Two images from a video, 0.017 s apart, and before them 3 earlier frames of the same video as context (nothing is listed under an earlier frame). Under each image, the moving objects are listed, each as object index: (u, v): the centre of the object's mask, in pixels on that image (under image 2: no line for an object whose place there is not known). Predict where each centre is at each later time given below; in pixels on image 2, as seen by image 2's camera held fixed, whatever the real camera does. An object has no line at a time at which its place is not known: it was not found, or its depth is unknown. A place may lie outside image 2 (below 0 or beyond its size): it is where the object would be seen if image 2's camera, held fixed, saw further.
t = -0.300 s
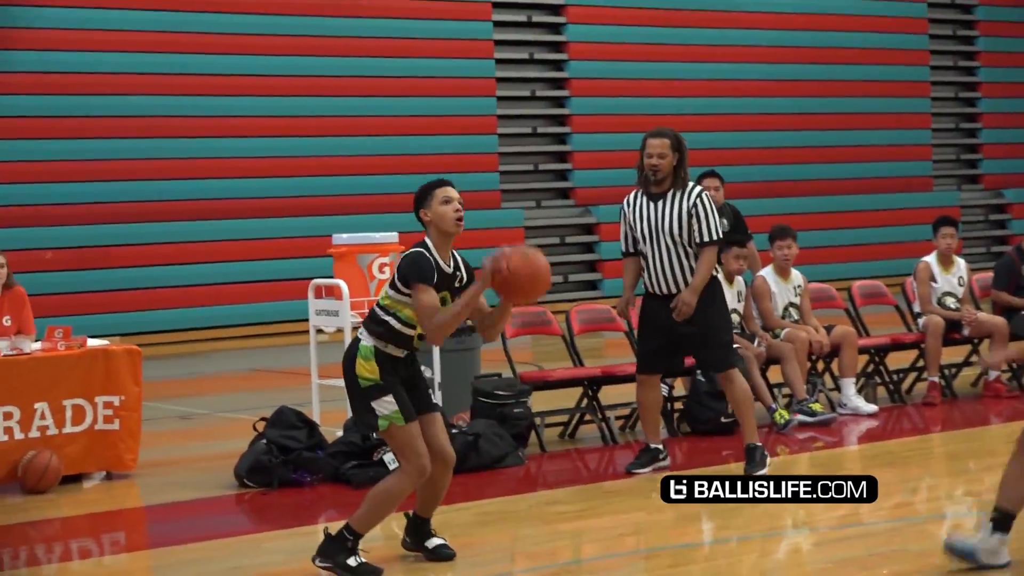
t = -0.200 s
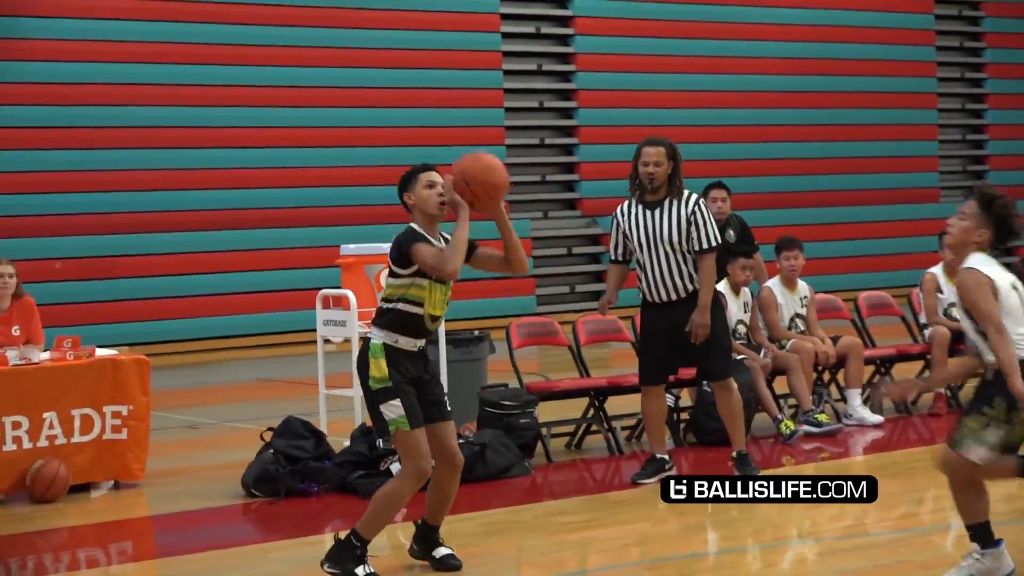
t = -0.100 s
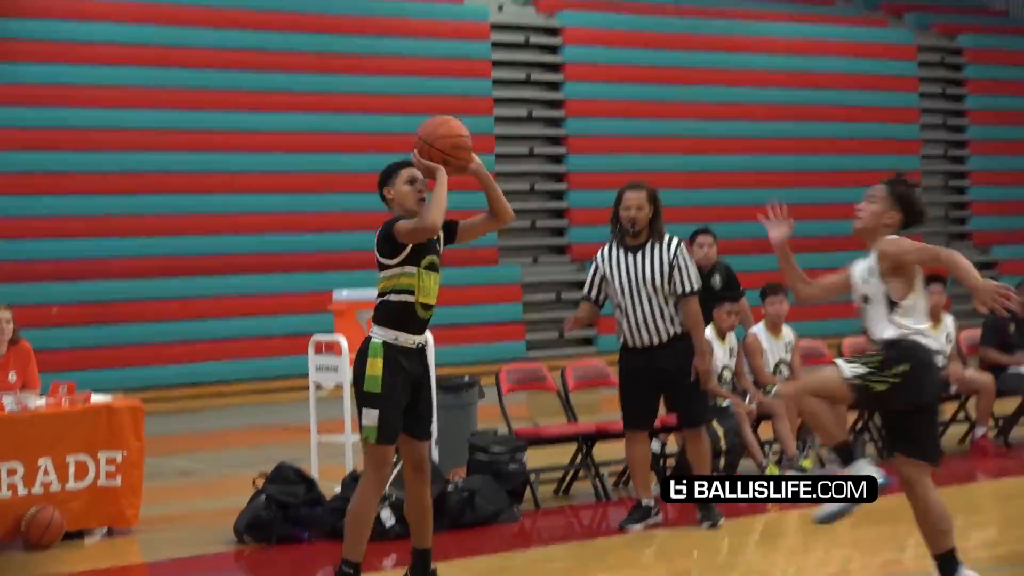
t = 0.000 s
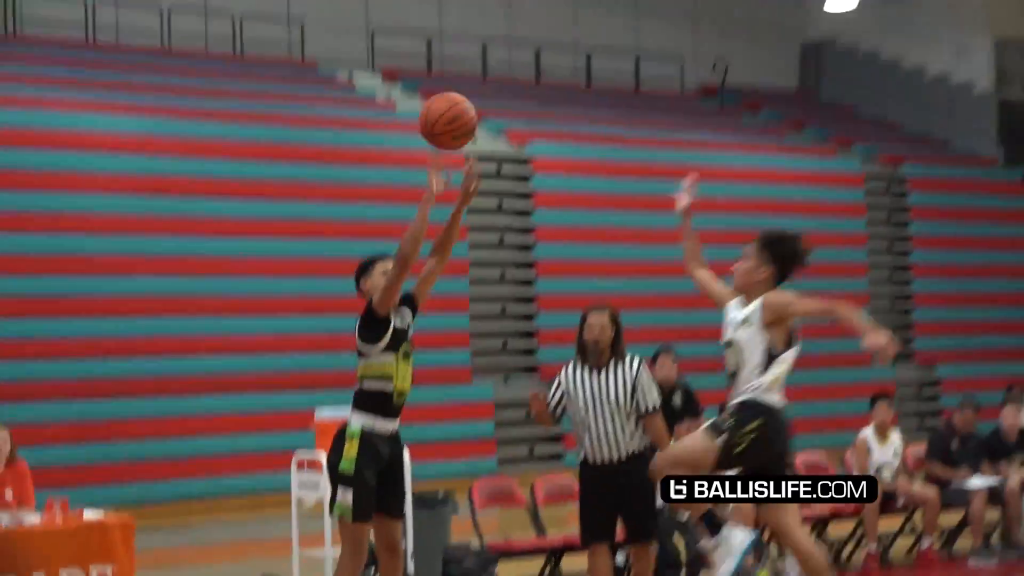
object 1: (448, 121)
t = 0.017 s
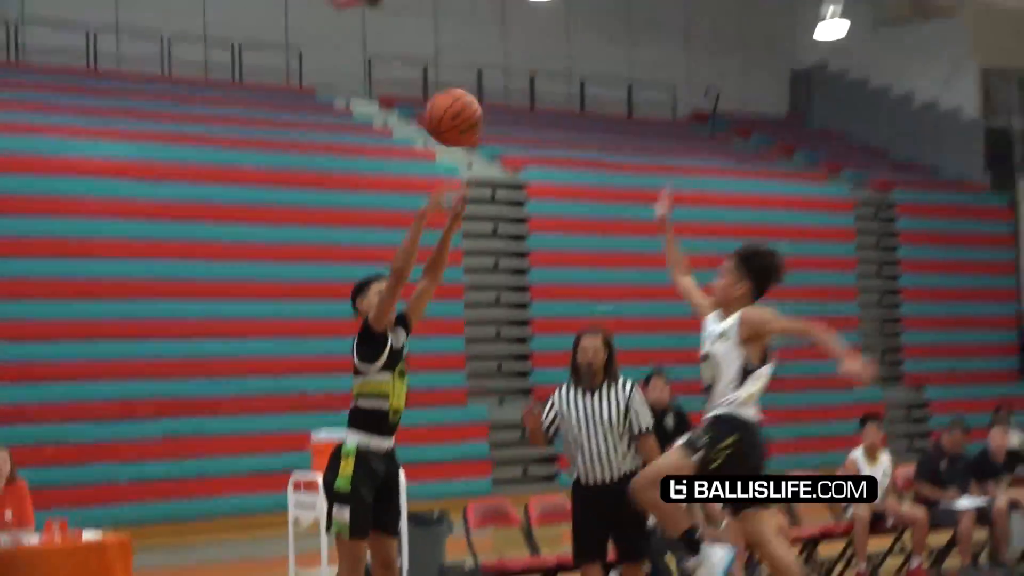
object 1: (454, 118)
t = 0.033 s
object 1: (465, 83)
